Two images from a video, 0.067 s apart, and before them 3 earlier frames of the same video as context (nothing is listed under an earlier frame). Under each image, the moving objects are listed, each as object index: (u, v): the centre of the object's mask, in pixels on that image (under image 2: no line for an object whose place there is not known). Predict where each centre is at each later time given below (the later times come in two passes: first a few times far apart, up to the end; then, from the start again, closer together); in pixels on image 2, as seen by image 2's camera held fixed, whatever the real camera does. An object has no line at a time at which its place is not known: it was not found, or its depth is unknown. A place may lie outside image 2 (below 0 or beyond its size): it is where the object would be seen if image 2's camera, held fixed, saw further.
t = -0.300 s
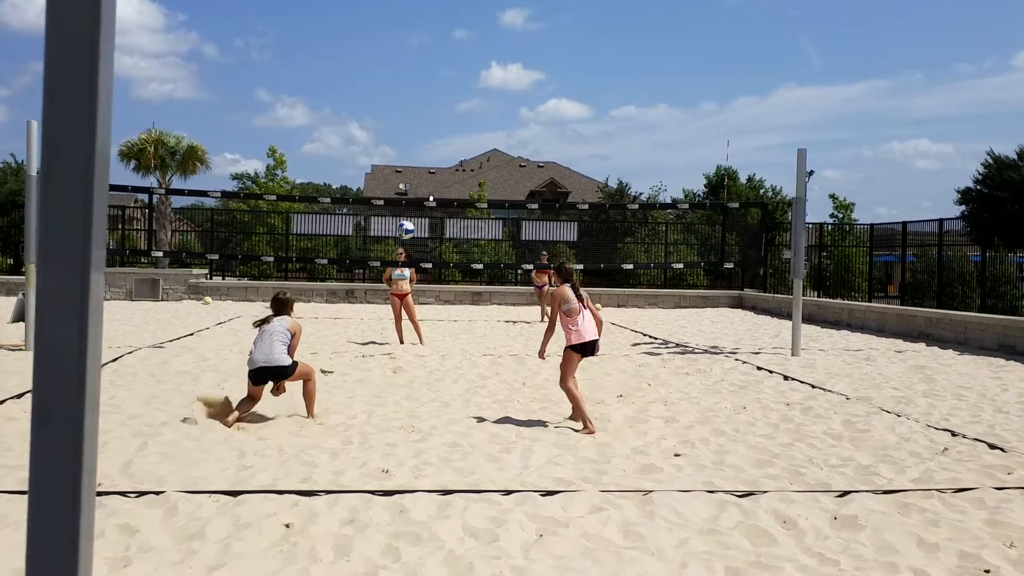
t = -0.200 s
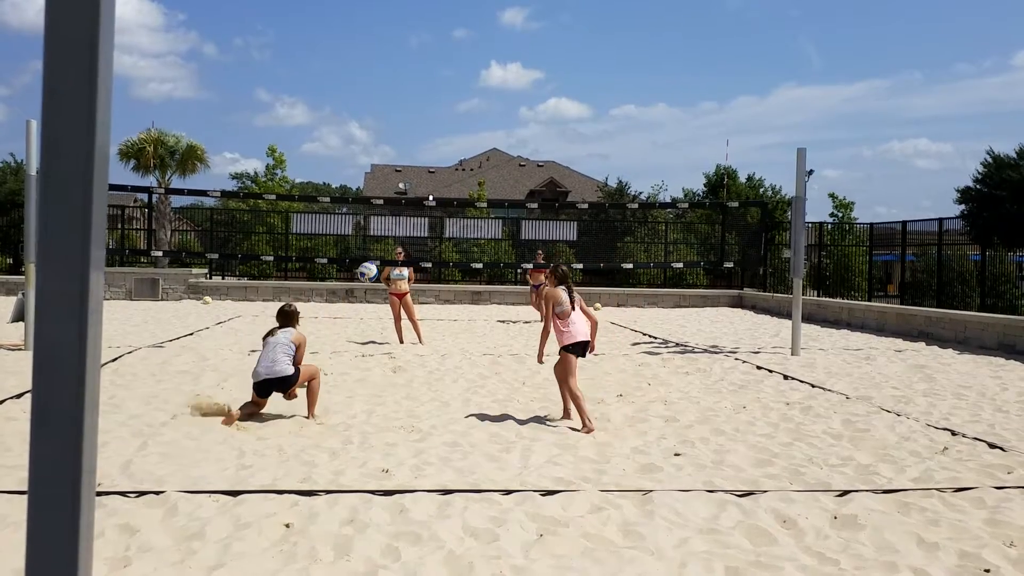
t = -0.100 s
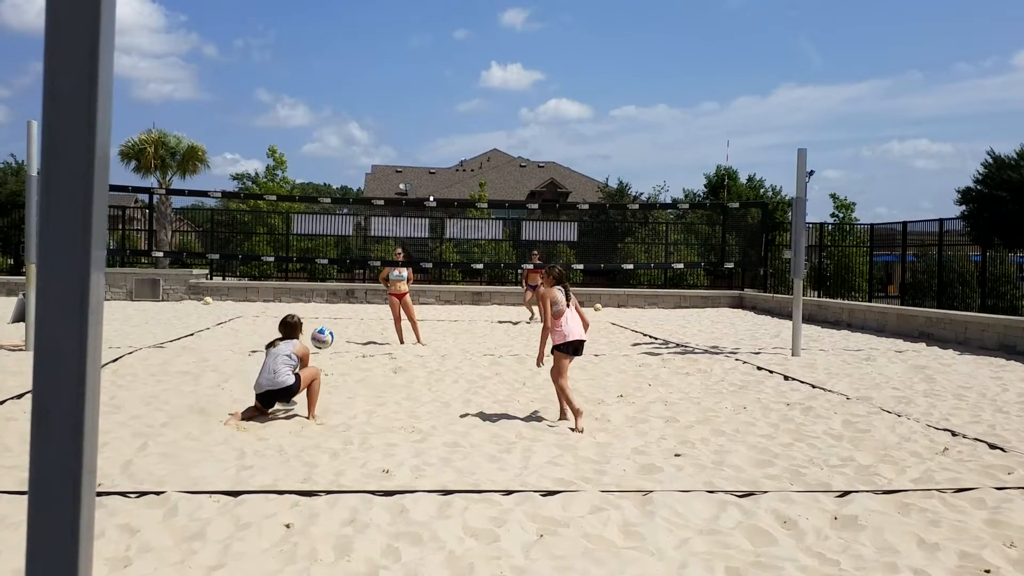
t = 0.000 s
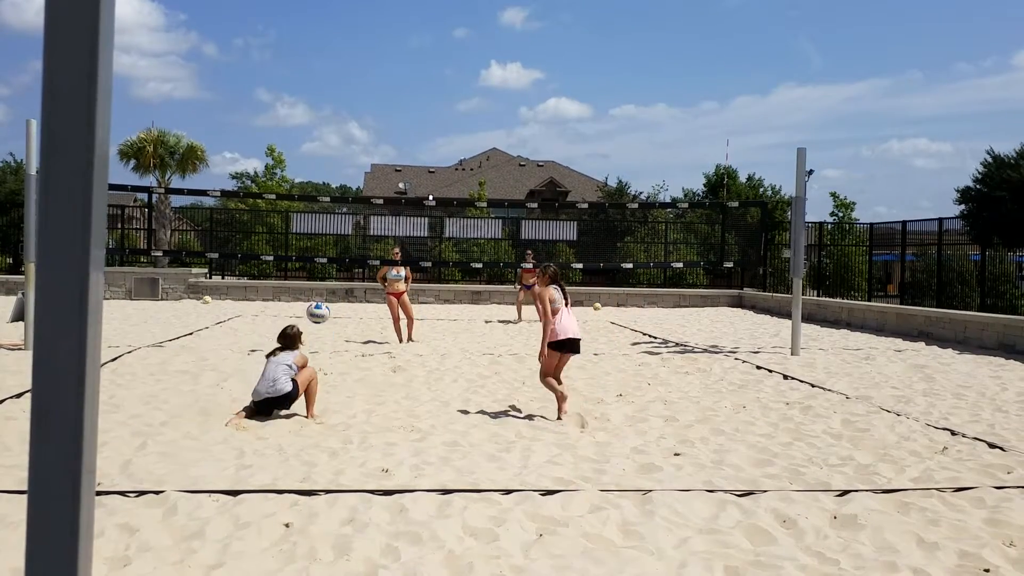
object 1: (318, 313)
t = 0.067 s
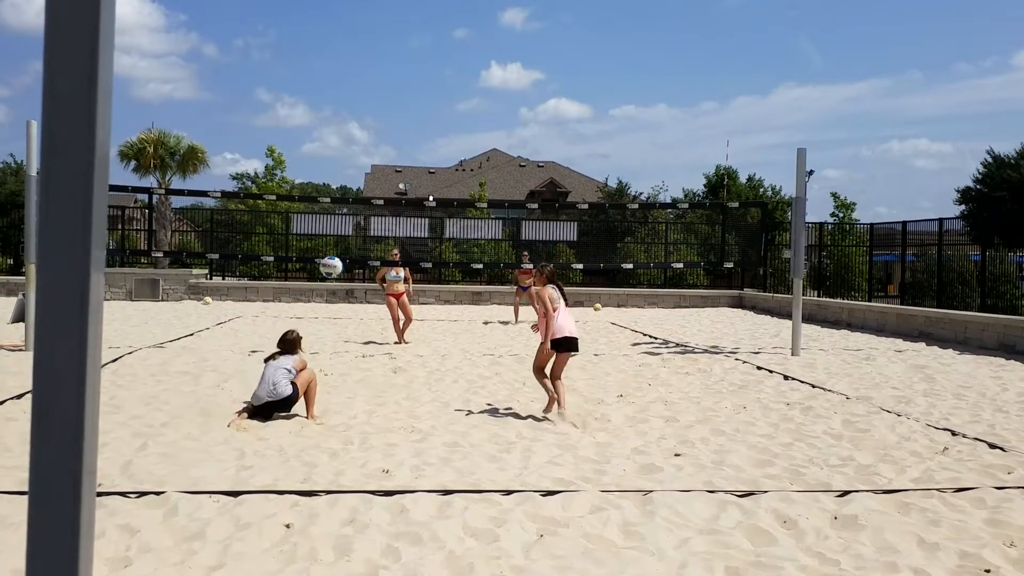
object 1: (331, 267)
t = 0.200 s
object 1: (355, 191)
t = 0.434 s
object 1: (389, 106)
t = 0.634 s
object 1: (416, 79)
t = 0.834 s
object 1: (440, 93)
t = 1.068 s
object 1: (466, 157)
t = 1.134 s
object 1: (472, 183)
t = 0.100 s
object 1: (338, 246)
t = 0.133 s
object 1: (344, 226)
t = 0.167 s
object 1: (350, 208)
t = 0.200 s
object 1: (355, 191)
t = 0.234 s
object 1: (360, 175)
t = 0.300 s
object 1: (370, 147)
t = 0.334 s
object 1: (375, 134)
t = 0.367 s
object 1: (380, 125)
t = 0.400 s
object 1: (385, 114)
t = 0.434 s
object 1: (389, 106)
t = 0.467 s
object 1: (394, 98)
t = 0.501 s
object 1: (399, 93)
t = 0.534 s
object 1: (403, 87)
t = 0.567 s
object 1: (407, 84)
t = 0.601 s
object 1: (412, 81)
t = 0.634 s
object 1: (416, 79)
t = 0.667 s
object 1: (420, 79)
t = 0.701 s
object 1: (424, 79)
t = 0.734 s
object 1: (428, 82)
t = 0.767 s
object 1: (432, 85)
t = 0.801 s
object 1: (436, 88)
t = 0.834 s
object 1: (440, 93)
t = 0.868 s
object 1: (444, 100)
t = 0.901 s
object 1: (448, 107)
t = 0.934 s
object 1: (452, 115)
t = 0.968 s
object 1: (455, 123)
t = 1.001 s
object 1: (459, 133)
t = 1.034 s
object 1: (462, 145)
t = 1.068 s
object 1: (466, 157)
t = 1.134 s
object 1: (472, 183)
